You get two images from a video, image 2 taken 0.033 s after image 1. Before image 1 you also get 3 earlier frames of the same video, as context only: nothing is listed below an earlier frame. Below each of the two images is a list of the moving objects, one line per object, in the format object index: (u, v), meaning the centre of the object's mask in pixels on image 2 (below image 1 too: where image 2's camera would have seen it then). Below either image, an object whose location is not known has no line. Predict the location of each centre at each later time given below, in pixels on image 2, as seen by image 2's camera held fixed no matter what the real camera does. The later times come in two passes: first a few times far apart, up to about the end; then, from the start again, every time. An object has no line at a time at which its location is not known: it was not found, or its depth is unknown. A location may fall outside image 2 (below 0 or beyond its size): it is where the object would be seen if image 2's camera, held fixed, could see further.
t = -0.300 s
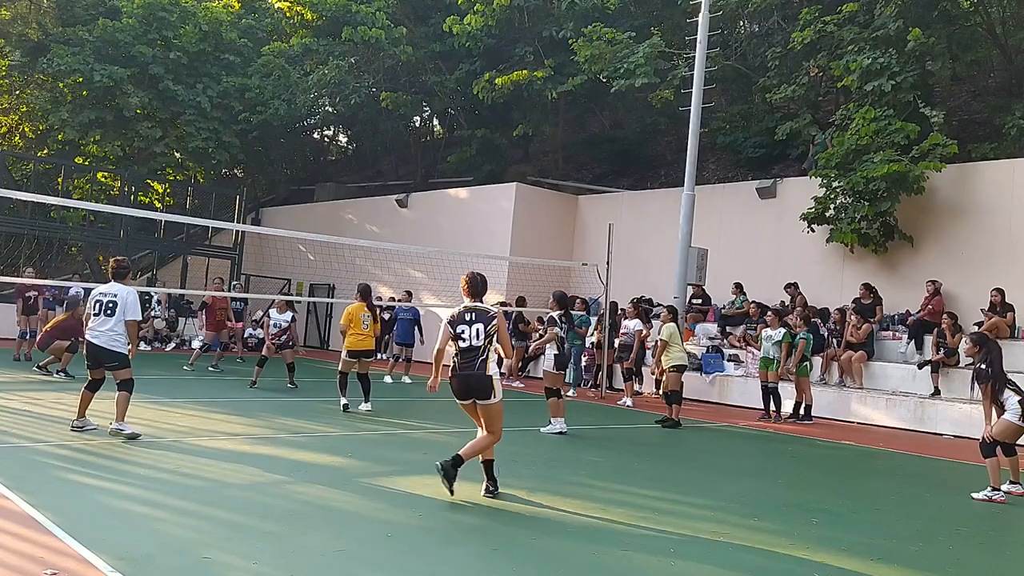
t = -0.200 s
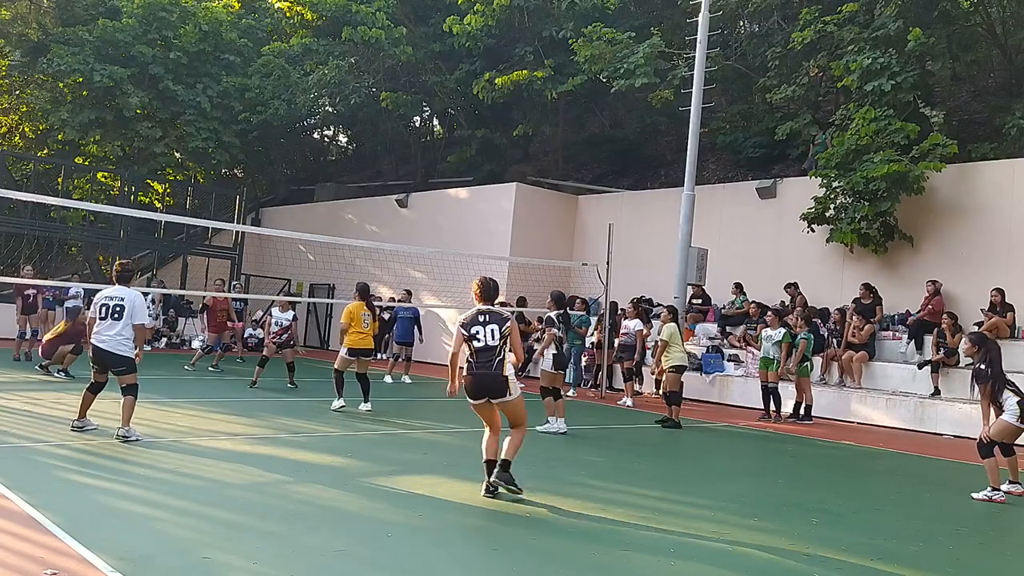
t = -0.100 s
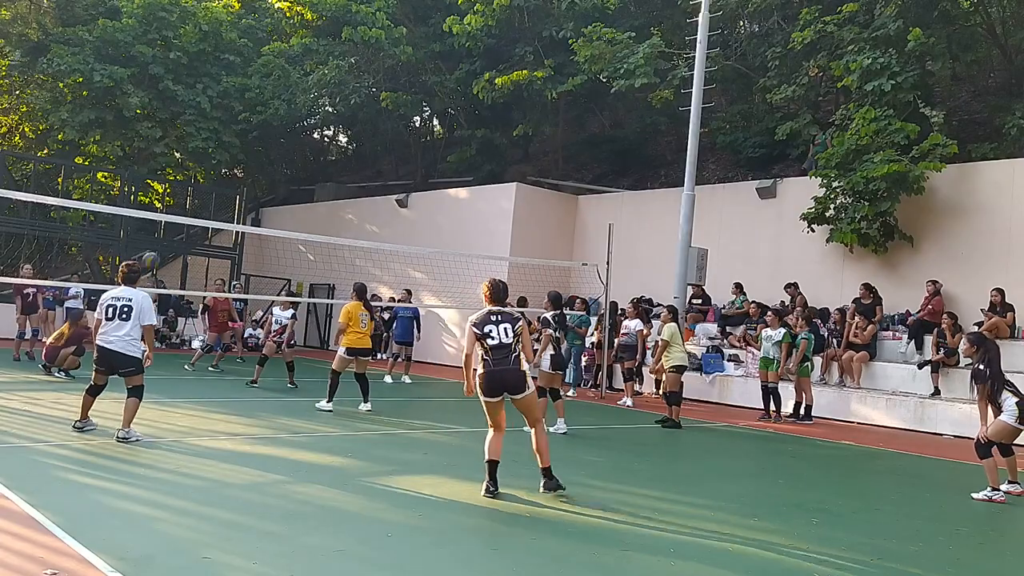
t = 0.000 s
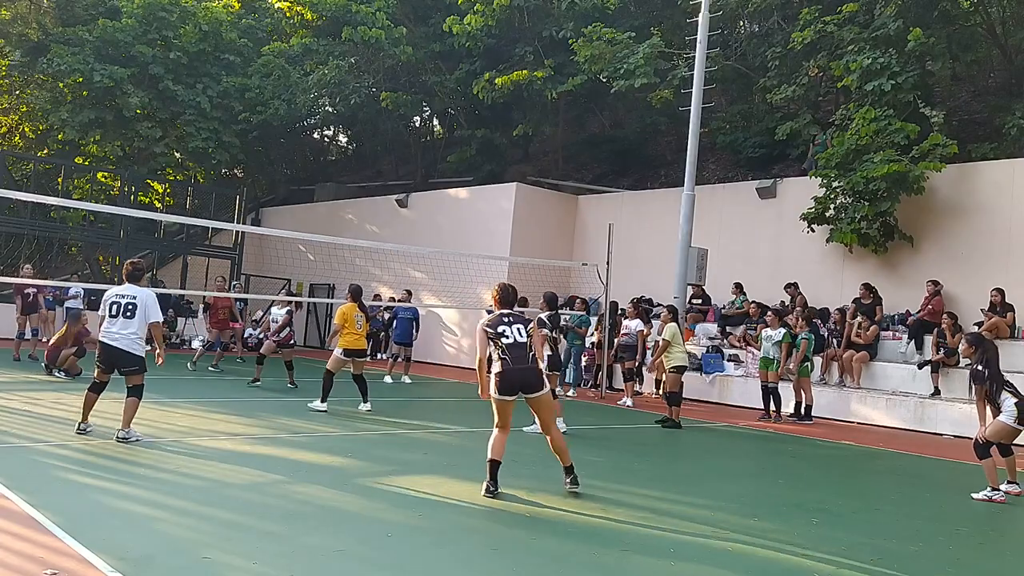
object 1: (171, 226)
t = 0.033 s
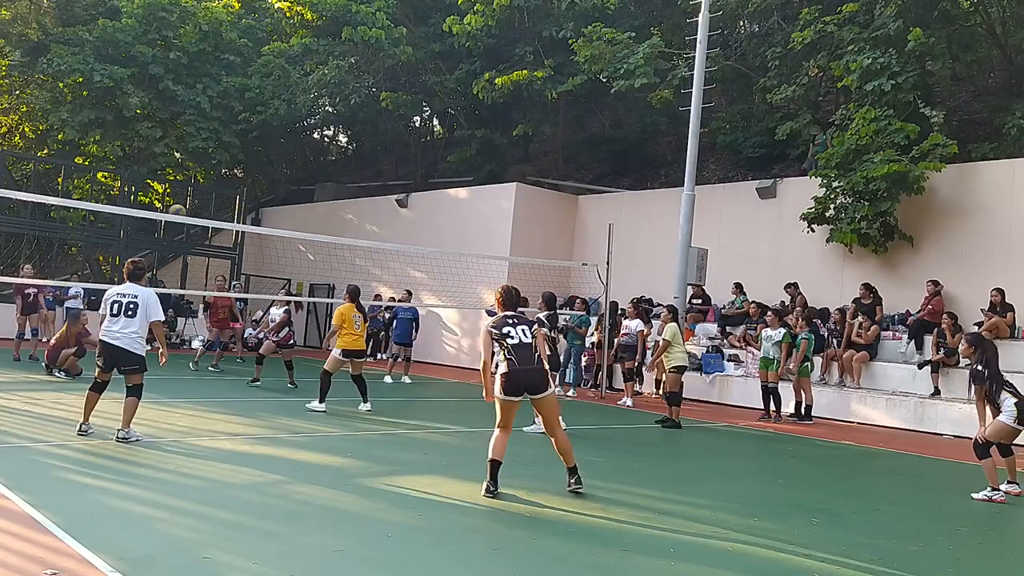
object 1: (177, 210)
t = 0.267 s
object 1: (220, 157)
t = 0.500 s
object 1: (260, 139)
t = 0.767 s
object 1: (304, 170)
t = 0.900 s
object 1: (324, 208)
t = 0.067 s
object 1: (183, 202)
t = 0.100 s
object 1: (190, 192)
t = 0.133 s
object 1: (196, 183)
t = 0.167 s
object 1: (201, 175)
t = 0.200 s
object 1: (208, 168)
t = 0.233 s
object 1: (214, 162)
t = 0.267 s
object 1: (220, 157)
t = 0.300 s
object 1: (226, 152)
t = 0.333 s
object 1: (232, 147)
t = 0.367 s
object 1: (237, 144)
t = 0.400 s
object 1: (244, 142)
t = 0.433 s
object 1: (249, 140)
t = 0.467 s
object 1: (255, 138)
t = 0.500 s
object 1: (260, 139)
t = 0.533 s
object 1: (266, 140)
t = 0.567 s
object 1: (272, 141)
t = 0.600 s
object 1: (277, 144)
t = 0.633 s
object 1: (282, 147)
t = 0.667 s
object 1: (288, 152)
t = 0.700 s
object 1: (293, 157)
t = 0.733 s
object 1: (298, 163)
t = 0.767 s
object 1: (304, 170)
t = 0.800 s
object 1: (309, 178)
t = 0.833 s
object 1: (314, 187)
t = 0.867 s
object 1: (319, 197)
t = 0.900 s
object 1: (324, 208)
